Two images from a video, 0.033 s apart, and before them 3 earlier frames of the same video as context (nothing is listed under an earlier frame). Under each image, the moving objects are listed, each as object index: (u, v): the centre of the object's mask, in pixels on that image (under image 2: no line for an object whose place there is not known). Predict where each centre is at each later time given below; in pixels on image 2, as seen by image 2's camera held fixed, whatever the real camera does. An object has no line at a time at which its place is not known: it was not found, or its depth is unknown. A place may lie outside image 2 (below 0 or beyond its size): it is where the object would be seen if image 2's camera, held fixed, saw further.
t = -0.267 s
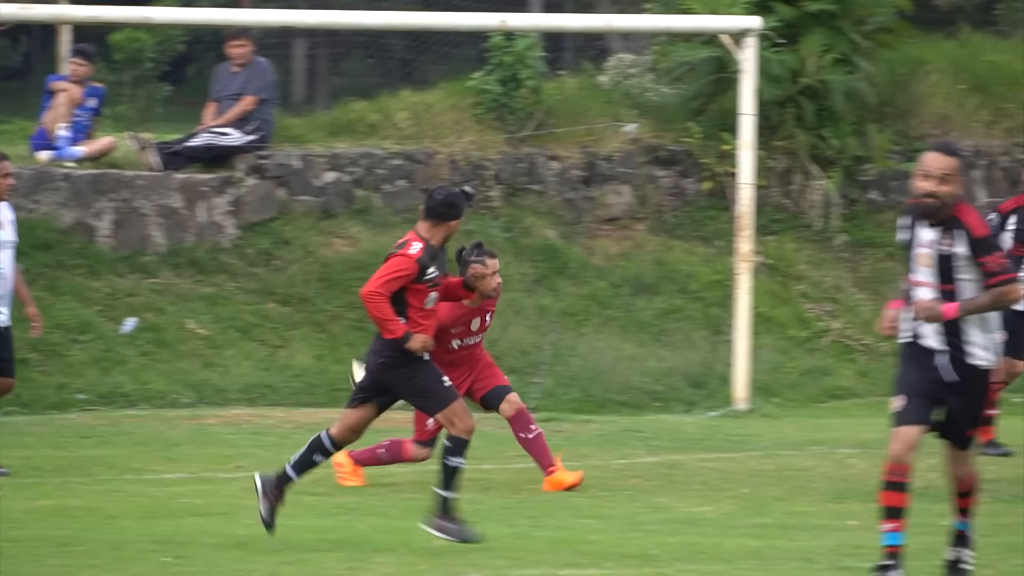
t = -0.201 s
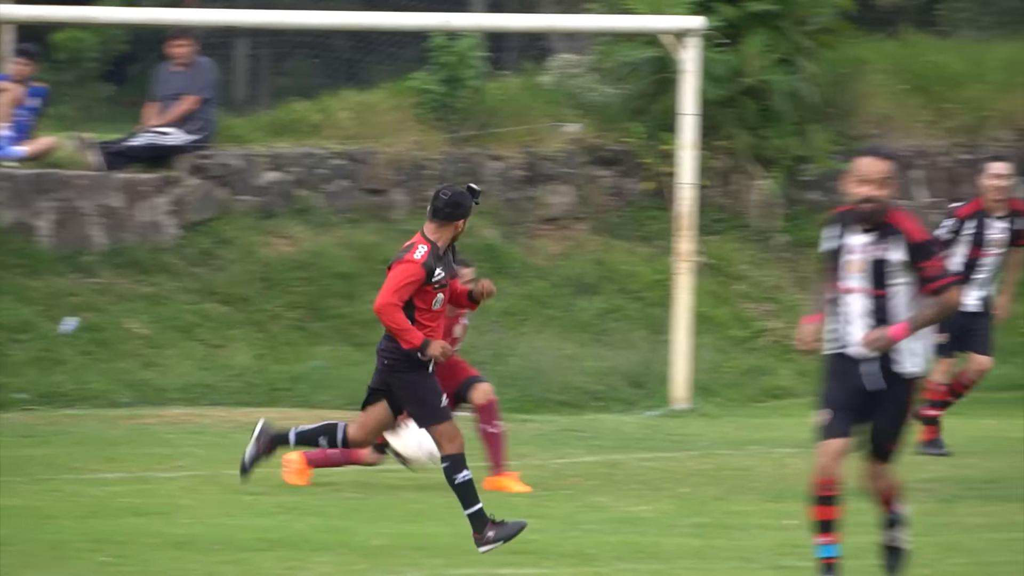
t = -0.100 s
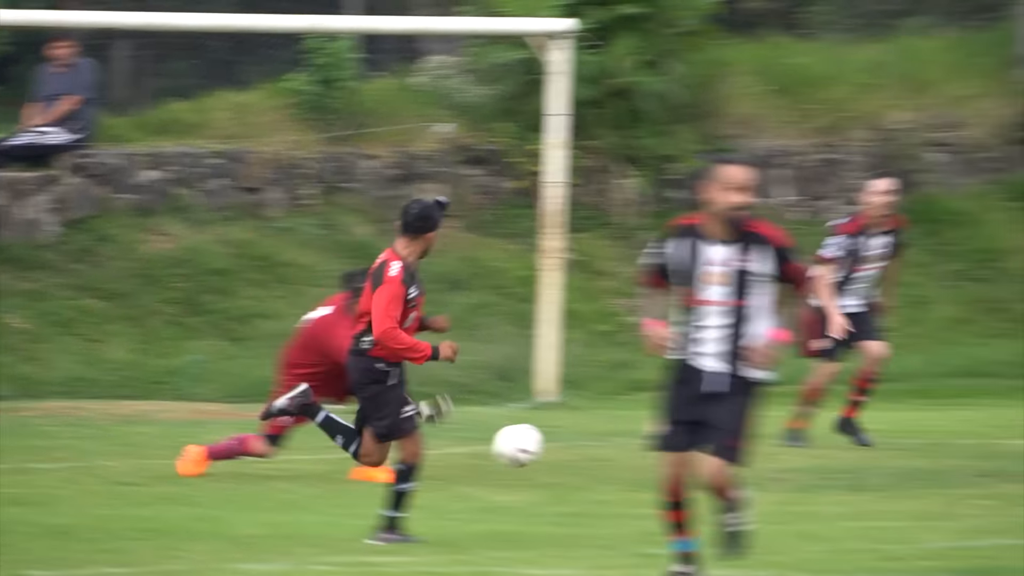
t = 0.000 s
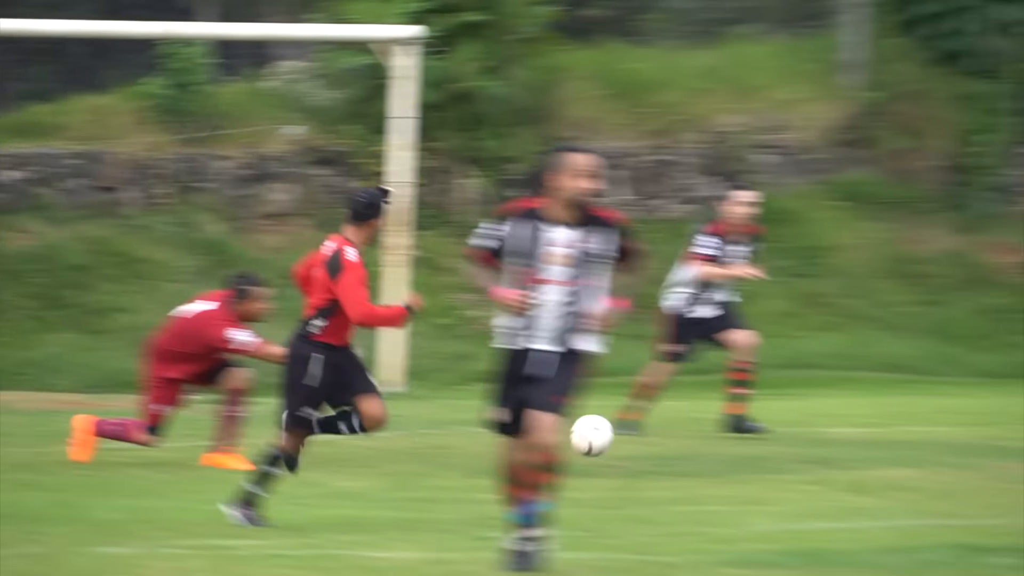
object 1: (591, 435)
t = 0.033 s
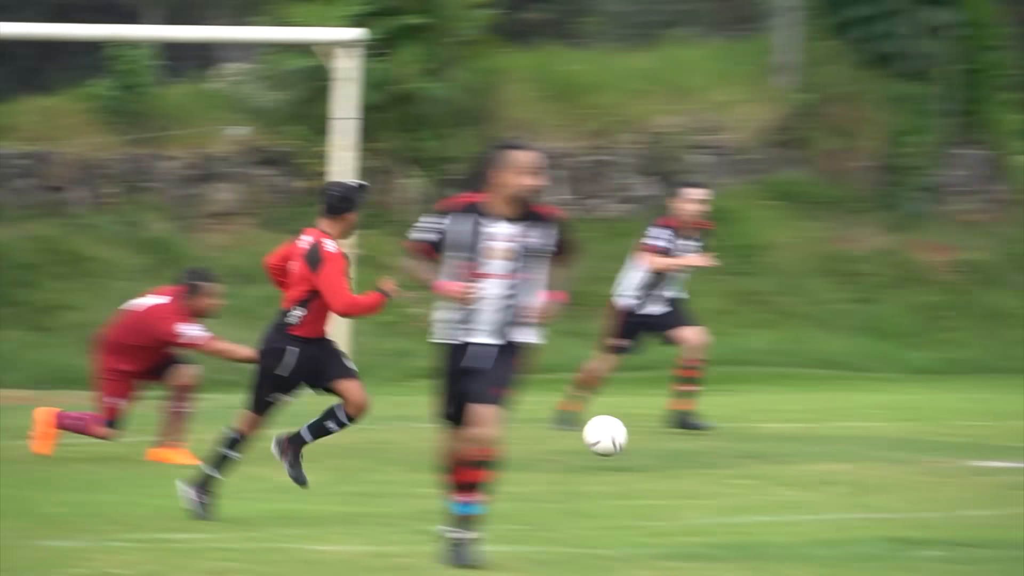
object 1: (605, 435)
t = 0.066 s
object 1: (680, 443)
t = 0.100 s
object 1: (755, 451)
